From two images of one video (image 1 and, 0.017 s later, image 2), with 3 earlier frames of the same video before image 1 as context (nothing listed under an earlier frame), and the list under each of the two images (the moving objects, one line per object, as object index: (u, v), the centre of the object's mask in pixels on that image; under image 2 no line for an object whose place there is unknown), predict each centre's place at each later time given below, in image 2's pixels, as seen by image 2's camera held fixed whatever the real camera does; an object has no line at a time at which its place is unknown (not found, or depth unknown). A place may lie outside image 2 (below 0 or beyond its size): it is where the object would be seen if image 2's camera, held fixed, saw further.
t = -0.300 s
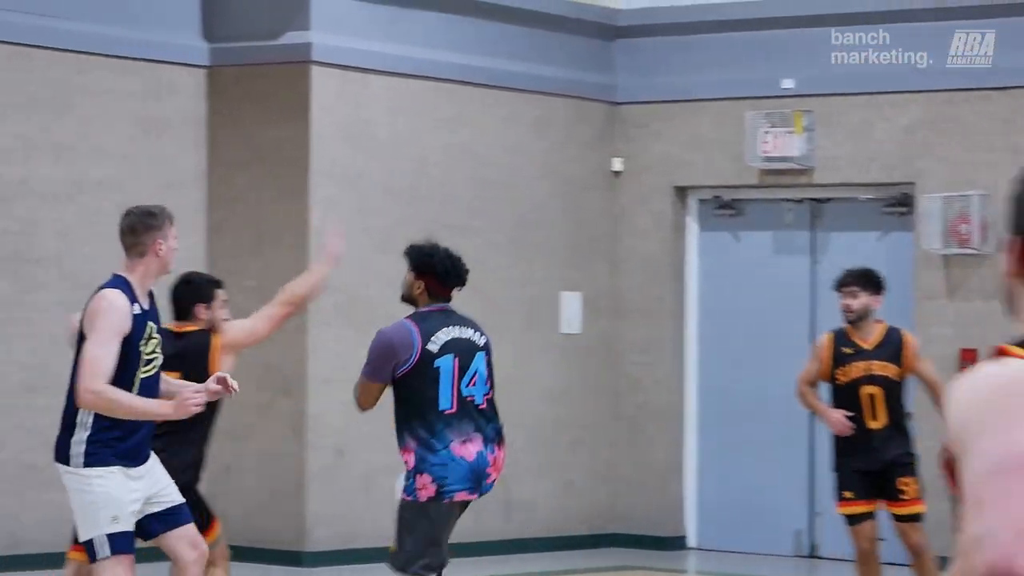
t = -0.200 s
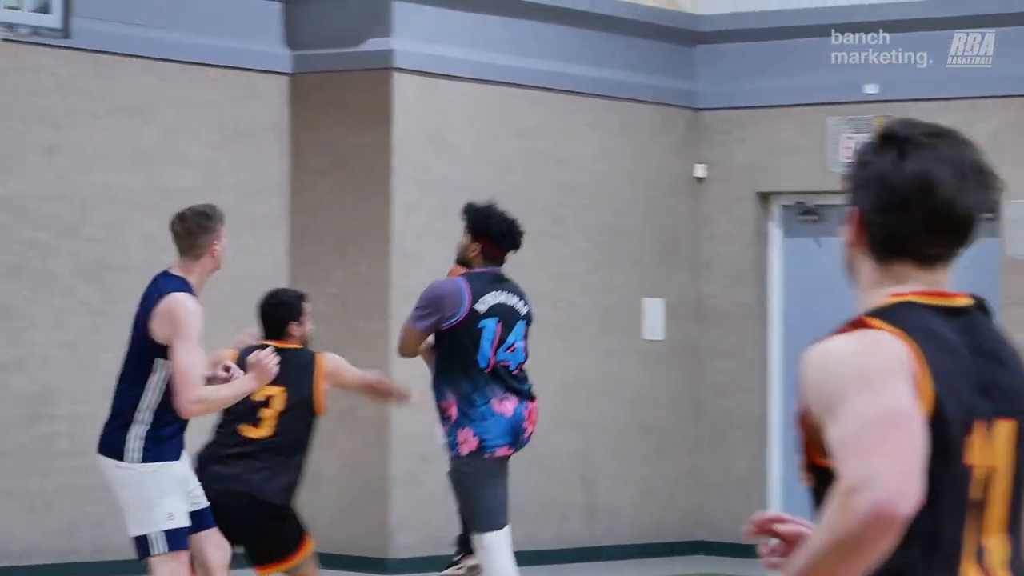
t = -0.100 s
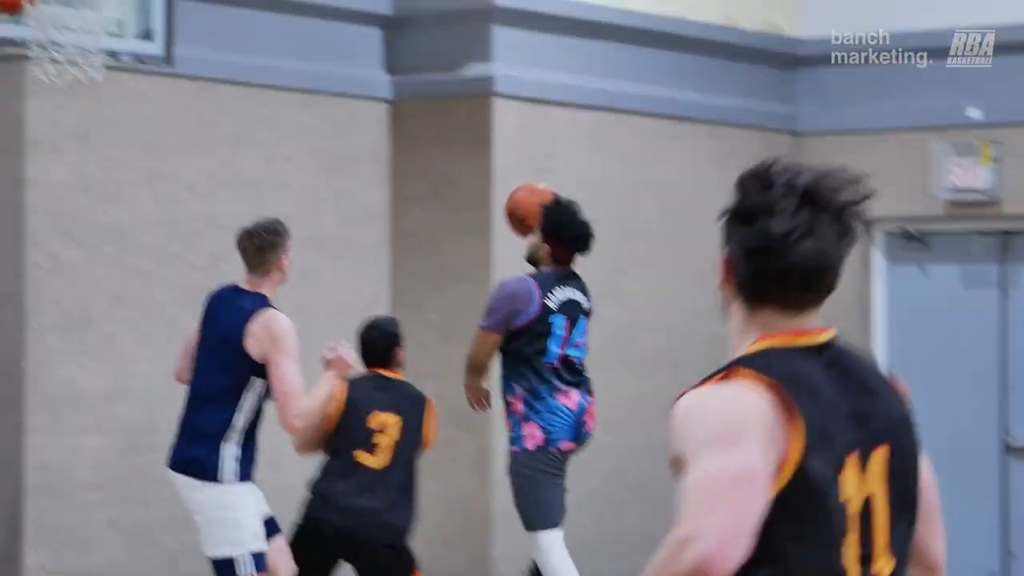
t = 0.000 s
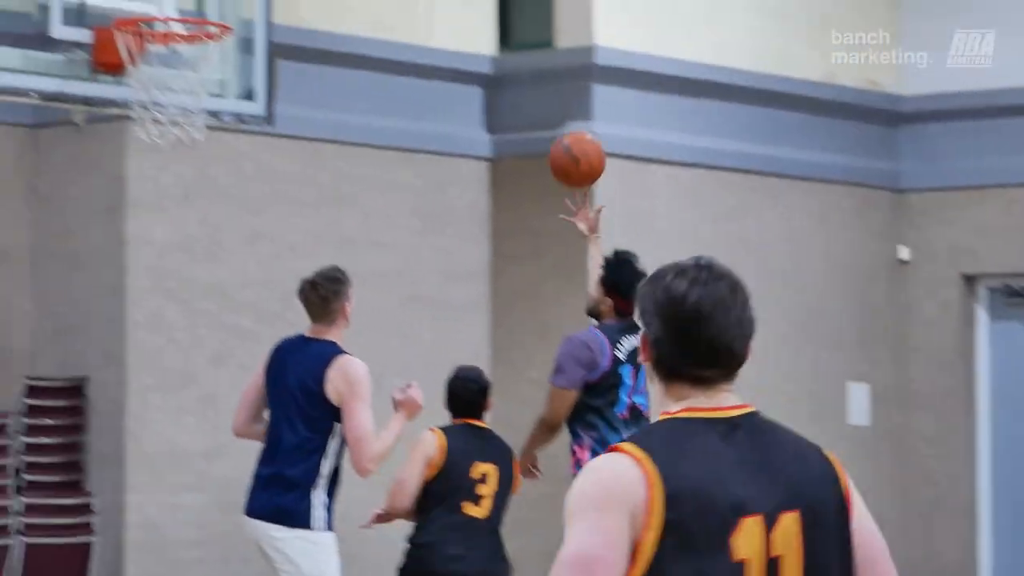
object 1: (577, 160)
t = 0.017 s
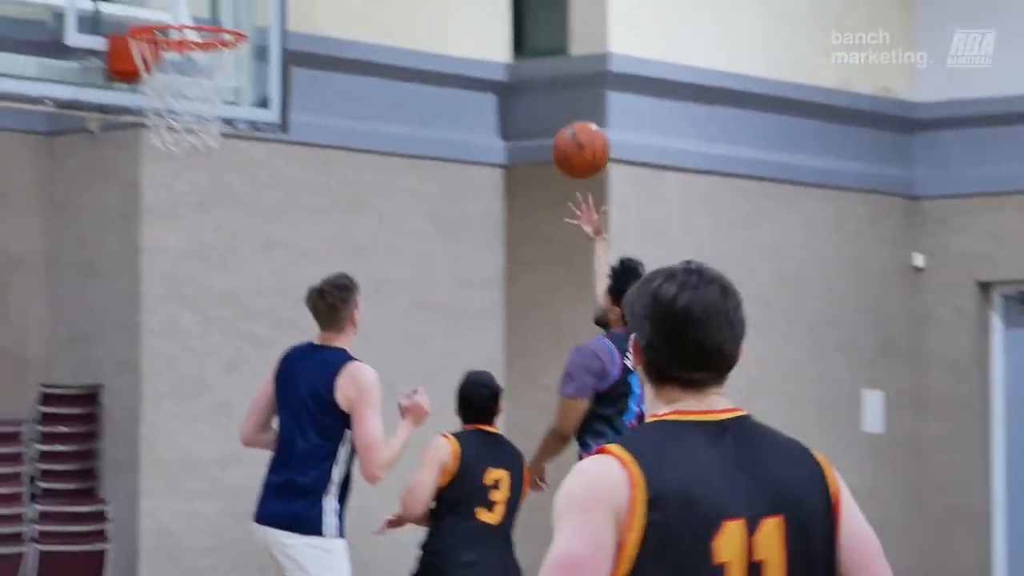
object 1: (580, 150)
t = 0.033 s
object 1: (570, 134)
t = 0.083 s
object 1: (537, 89)
